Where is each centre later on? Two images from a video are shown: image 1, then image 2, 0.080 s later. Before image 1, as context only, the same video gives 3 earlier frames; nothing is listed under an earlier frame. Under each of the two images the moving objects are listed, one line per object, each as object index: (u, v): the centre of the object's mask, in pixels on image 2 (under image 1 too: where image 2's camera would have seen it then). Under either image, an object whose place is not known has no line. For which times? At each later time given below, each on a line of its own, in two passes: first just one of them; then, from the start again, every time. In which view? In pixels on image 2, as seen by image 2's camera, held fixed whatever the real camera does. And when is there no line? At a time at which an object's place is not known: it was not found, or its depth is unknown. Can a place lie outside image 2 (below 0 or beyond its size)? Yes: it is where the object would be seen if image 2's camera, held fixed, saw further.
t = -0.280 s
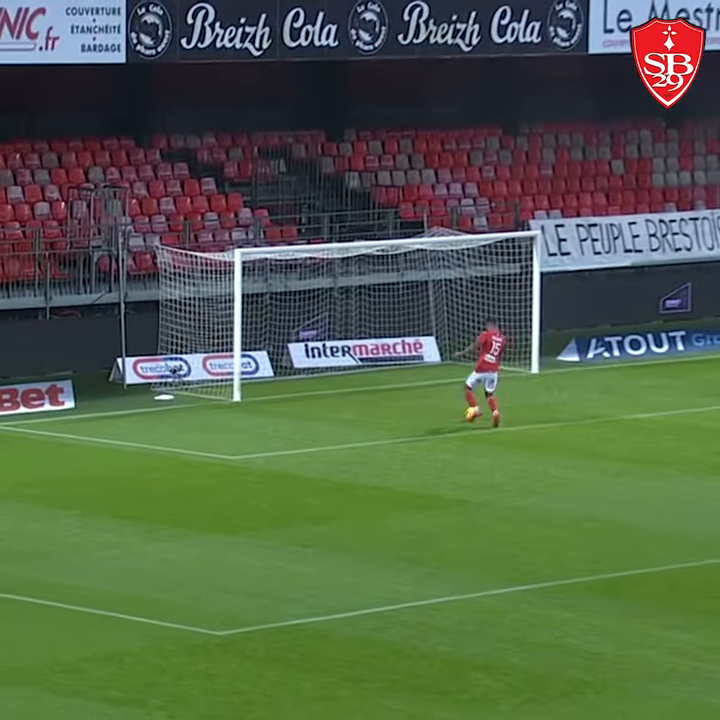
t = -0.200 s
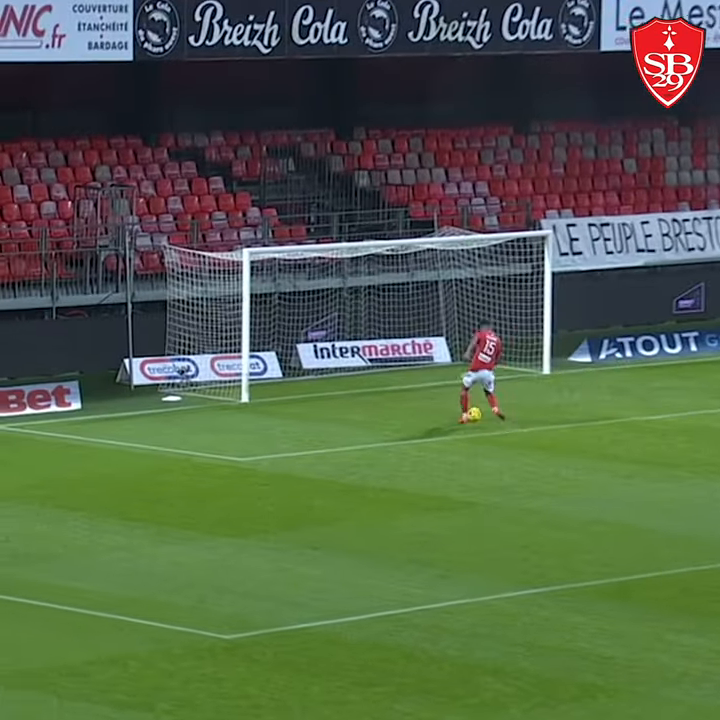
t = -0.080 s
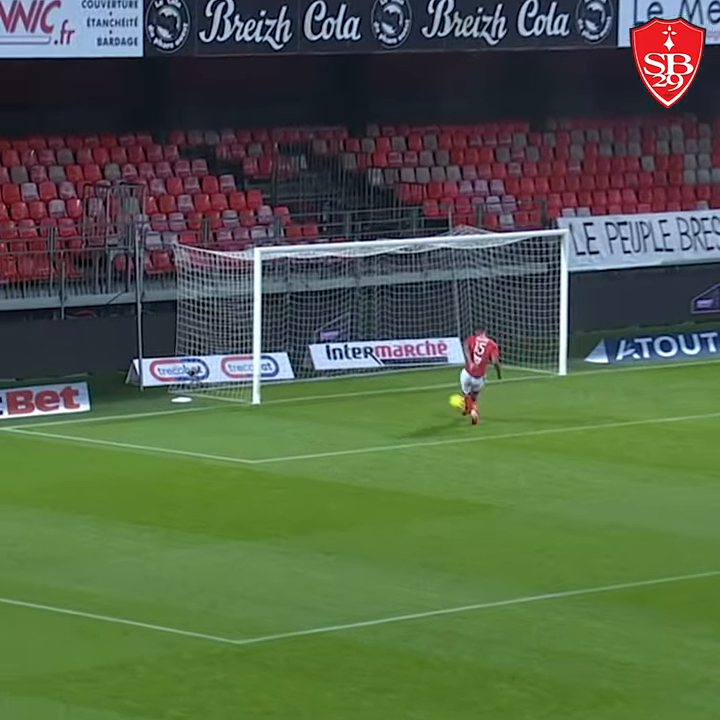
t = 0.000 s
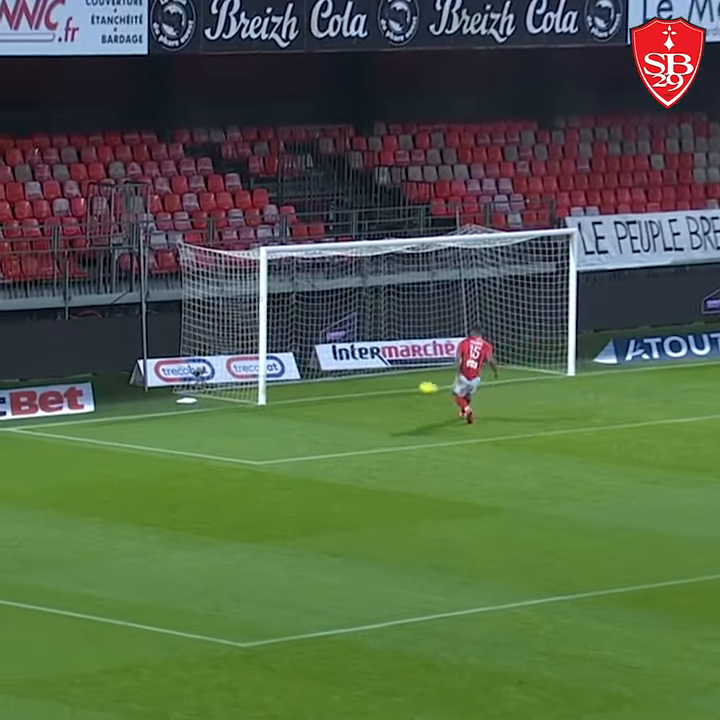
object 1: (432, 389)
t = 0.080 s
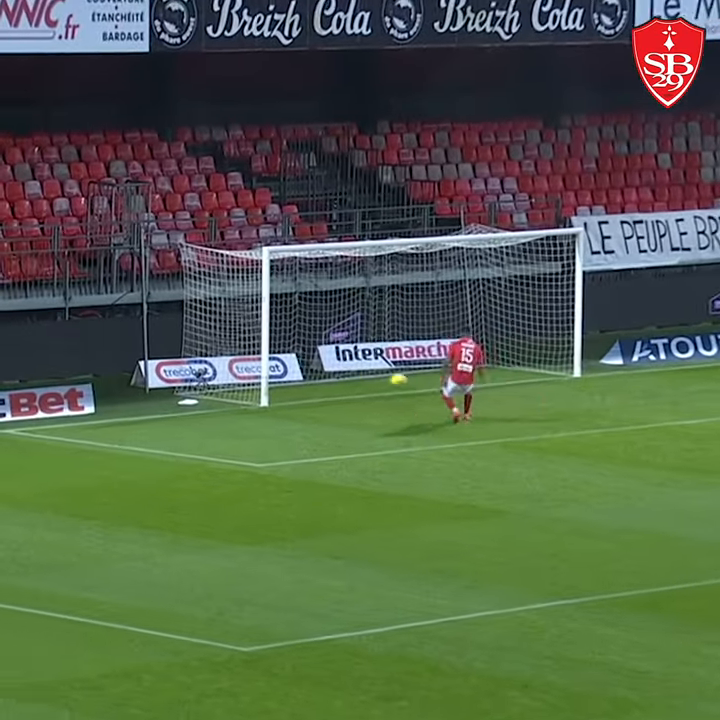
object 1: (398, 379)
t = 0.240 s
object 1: (336, 374)
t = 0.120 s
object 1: (381, 377)
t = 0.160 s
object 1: (365, 375)
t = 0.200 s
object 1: (349, 374)
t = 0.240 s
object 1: (336, 374)
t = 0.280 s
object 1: (335, 353)
